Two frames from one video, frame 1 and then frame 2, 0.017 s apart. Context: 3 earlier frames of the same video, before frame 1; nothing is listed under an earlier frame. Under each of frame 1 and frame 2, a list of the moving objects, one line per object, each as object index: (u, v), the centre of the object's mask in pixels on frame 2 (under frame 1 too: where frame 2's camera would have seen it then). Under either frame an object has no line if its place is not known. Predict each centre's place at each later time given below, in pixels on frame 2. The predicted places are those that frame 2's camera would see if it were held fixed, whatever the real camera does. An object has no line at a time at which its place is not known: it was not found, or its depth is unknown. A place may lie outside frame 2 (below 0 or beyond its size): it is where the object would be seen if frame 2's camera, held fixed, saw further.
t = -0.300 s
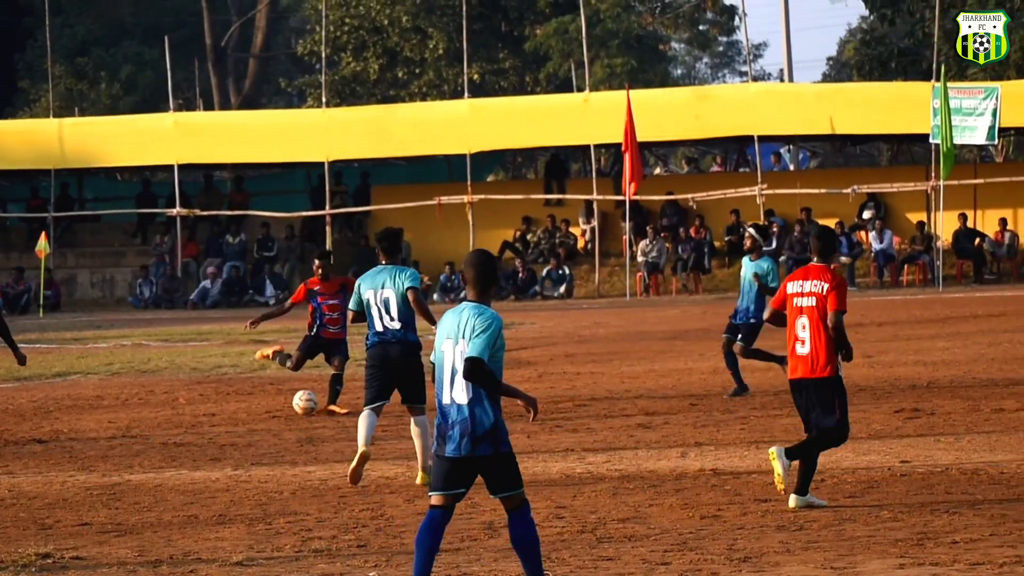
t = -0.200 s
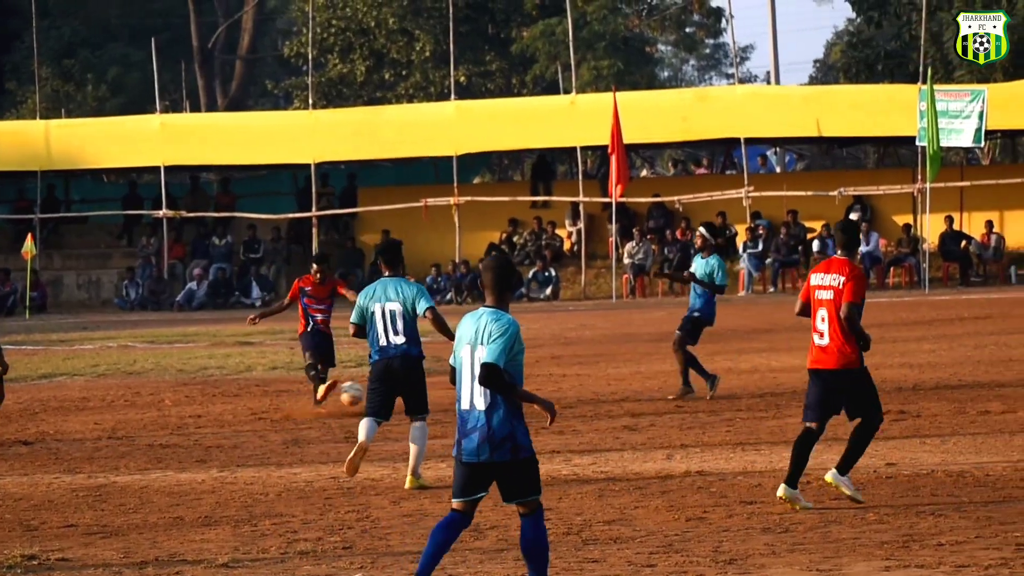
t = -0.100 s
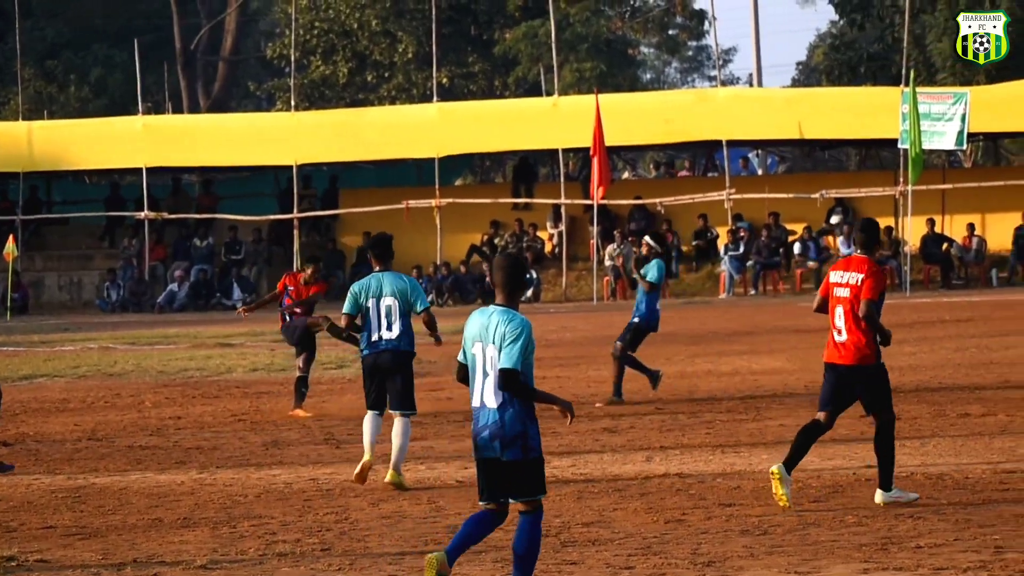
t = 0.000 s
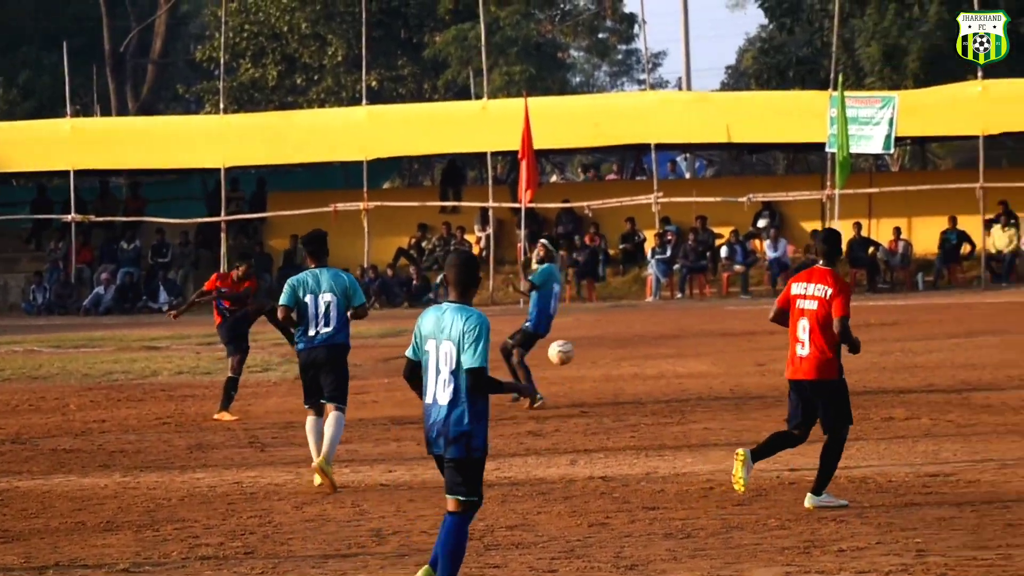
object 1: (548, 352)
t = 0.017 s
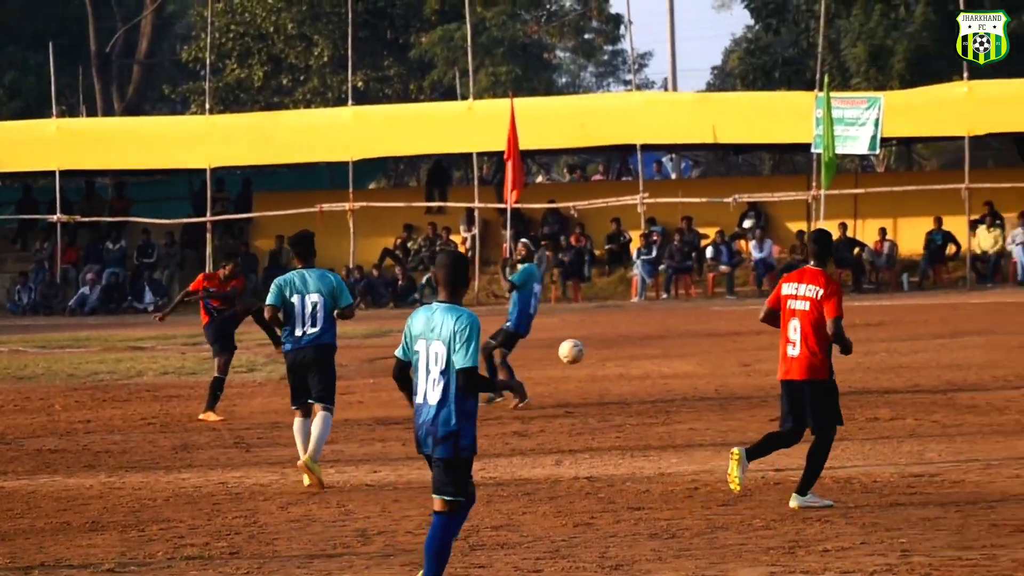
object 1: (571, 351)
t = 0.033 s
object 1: (595, 351)
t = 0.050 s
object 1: (621, 350)
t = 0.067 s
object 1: (647, 349)
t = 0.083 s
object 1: (672, 349)
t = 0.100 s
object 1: (696, 350)
